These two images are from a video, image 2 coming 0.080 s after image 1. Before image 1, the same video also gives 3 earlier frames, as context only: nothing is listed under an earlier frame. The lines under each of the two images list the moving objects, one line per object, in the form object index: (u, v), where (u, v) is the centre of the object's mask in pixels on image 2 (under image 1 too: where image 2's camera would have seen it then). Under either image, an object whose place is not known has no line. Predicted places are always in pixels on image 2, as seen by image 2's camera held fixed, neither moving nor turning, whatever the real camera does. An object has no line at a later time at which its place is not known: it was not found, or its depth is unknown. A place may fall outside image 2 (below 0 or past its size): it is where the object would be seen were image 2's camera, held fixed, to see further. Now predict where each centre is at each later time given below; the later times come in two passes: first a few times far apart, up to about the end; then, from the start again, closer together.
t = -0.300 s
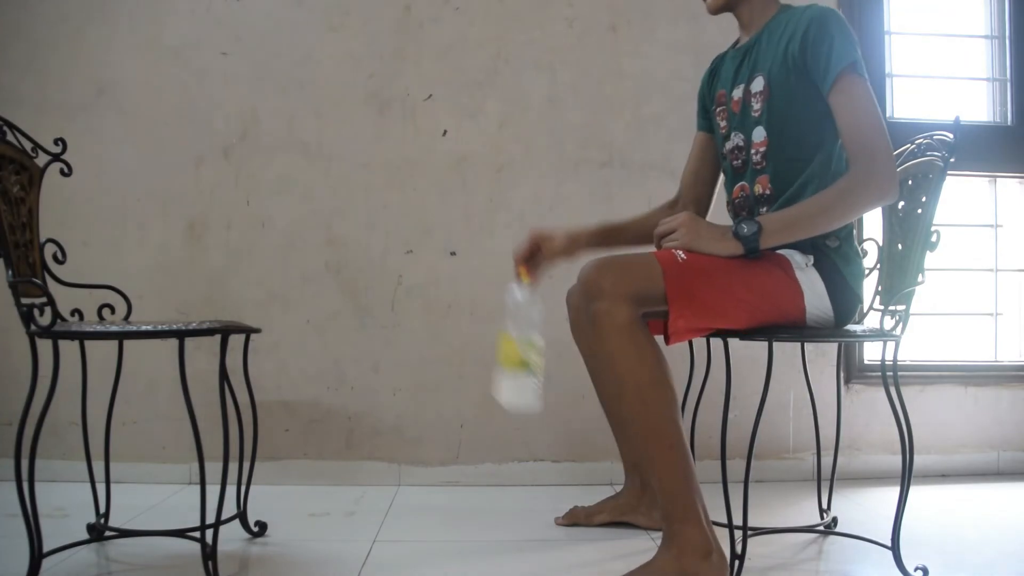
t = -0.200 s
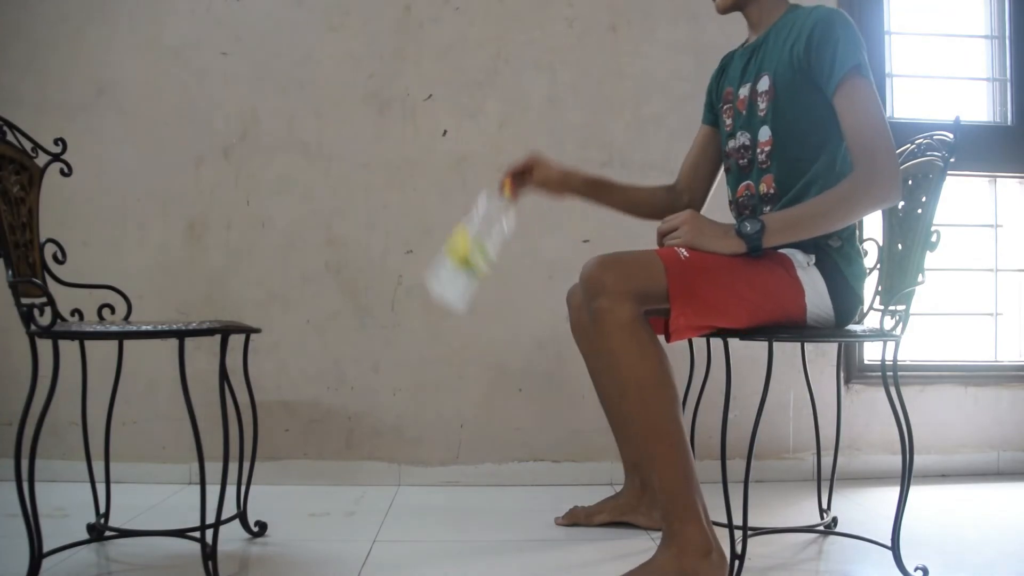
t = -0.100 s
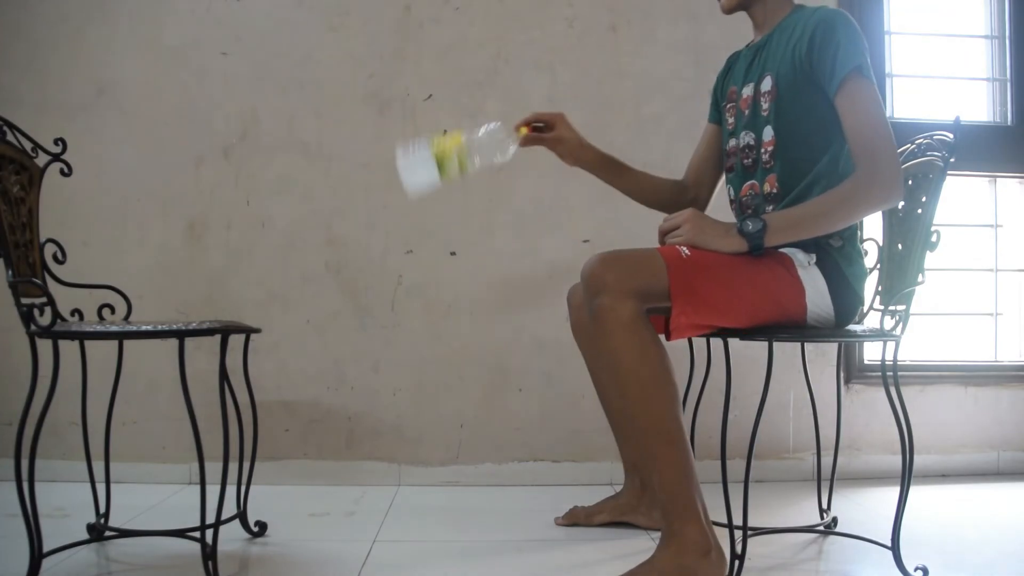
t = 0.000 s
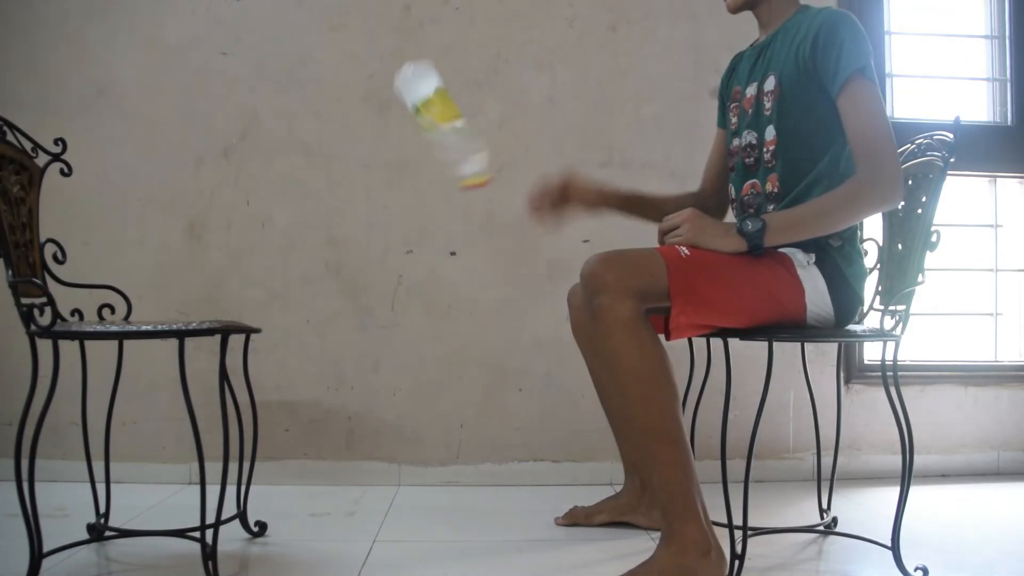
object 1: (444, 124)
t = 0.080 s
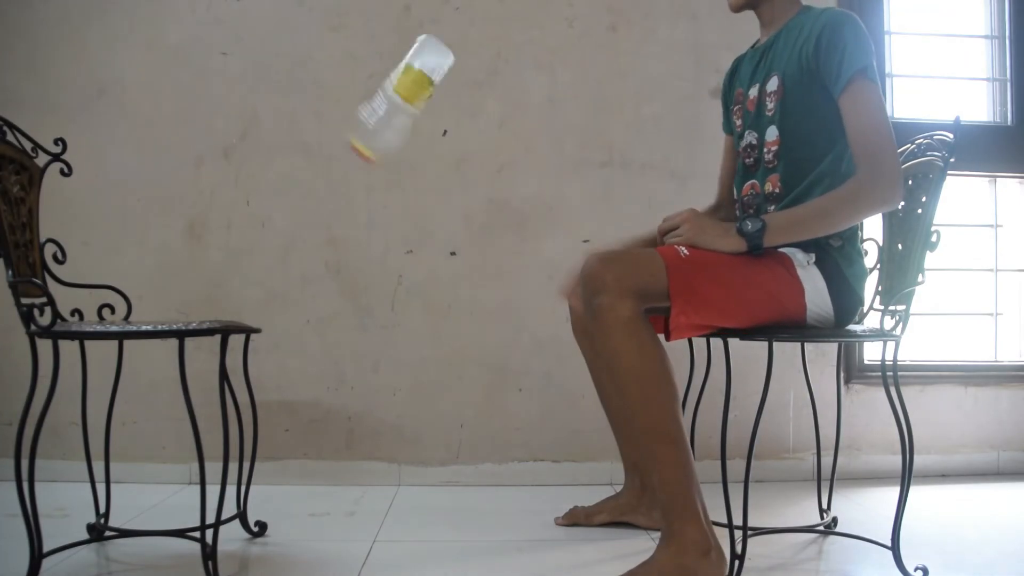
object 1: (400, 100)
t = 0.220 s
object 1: (406, 76)
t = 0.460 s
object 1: (443, 373)
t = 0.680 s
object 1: (475, 542)
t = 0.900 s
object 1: (476, 540)
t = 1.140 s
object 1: (478, 538)
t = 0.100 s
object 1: (393, 90)
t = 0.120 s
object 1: (388, 81)
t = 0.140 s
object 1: (389, 72)
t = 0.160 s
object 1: (390, 67)
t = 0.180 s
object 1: (395, 66)
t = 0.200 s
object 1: (401, 69)
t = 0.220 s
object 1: (406, 76)
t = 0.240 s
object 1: (410, 85)
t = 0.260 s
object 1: (414, 98)
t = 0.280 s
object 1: (418, 114)
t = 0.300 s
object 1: (422, 132)
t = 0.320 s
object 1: (425, 153)
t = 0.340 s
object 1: (428, 177)
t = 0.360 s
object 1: (432, 202)
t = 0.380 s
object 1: (434, 231)
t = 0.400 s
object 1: (437, 262)
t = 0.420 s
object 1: (439, 297)
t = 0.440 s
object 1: (441, 332)
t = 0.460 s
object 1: (443, 373)
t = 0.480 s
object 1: (445, 412)
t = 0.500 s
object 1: (453, 444)
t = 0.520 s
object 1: (456, 487)
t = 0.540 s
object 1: (467, 528)
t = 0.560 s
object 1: (463, 543)
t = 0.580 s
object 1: (465, 541)
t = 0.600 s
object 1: (467, 541)
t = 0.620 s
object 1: (471, 541)
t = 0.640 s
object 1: (473, 543)
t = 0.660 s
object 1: (474, 543)
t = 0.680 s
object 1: (475, 542)
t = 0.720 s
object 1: (475, 542)
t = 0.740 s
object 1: (475, 542)
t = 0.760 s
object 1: (475, 542)
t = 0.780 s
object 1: (475, 541)
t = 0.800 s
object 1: (475, 541)
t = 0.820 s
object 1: (475, 541)
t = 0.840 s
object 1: (476, 541)
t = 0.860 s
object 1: (476, 541)
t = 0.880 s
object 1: (476, 540)
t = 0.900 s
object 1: (476, 540)
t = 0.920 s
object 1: (476, 540)
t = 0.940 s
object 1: (476, 540)
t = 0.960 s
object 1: (476, 540)
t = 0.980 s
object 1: (476, 540)
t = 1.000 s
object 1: (477, 539)
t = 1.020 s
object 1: (477, 539)
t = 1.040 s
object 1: (477, 539)
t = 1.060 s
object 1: (478, 538)
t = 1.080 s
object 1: (478, 538)
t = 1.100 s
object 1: (478, 538)
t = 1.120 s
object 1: (478, 538)
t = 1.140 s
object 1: (478, 538)
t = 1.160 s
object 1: (478, 537)
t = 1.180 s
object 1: (478, 537)
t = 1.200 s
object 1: (478, 536)
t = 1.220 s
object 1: (478, 536)
